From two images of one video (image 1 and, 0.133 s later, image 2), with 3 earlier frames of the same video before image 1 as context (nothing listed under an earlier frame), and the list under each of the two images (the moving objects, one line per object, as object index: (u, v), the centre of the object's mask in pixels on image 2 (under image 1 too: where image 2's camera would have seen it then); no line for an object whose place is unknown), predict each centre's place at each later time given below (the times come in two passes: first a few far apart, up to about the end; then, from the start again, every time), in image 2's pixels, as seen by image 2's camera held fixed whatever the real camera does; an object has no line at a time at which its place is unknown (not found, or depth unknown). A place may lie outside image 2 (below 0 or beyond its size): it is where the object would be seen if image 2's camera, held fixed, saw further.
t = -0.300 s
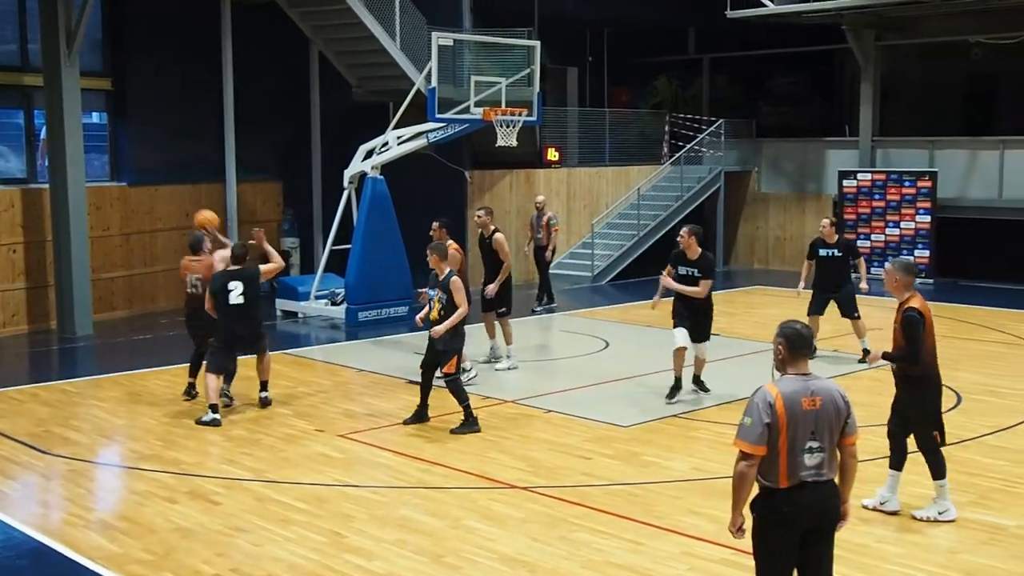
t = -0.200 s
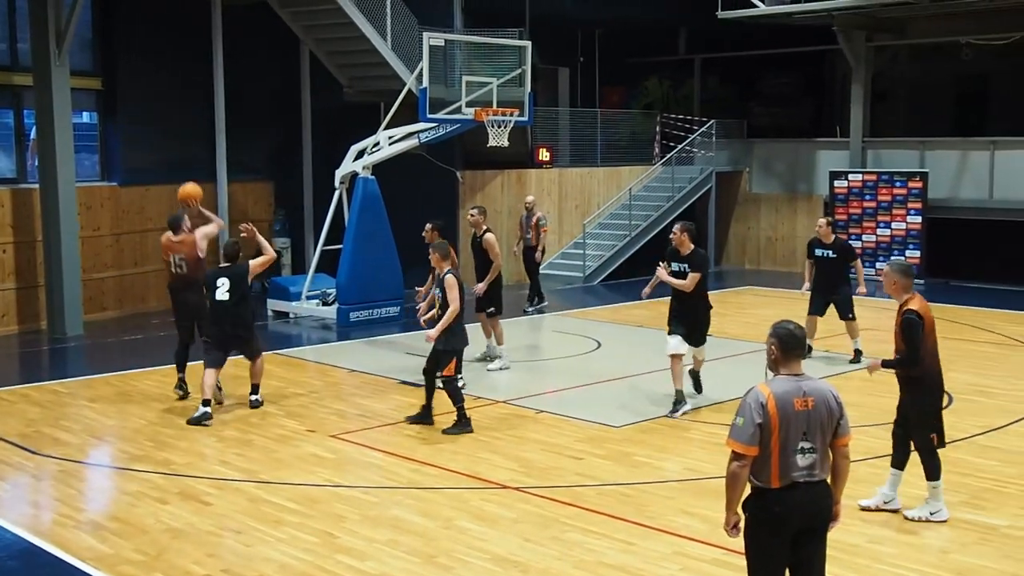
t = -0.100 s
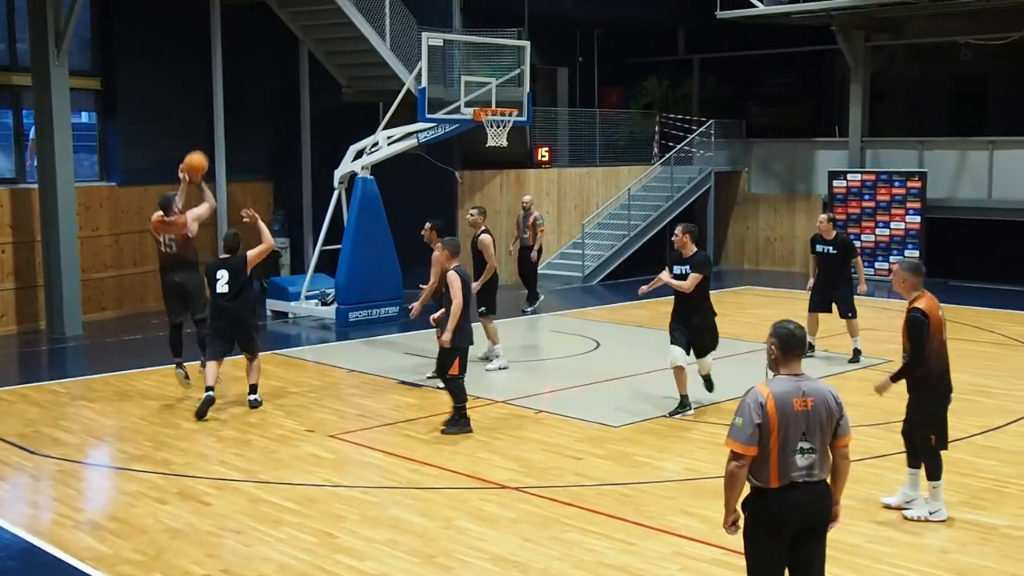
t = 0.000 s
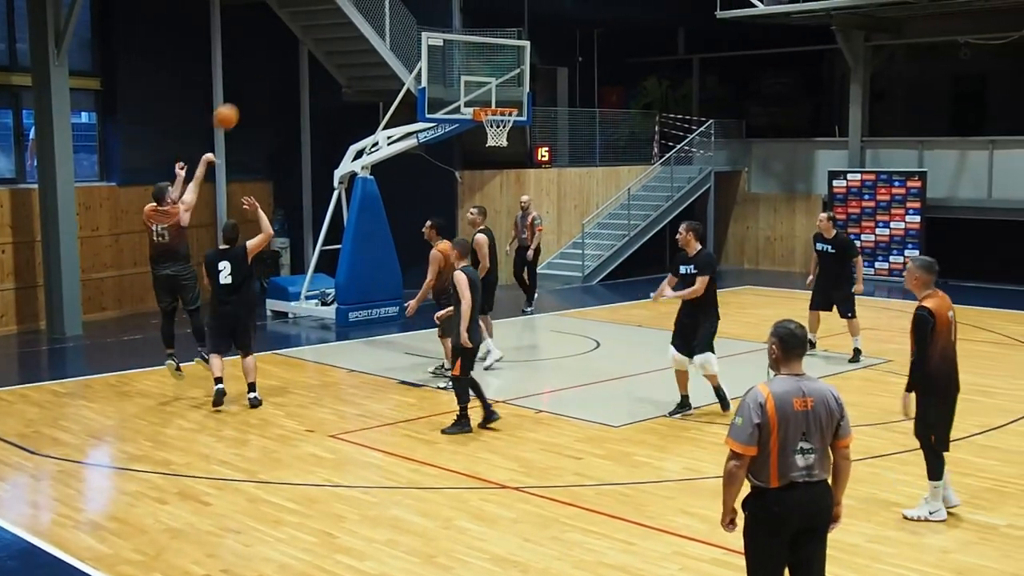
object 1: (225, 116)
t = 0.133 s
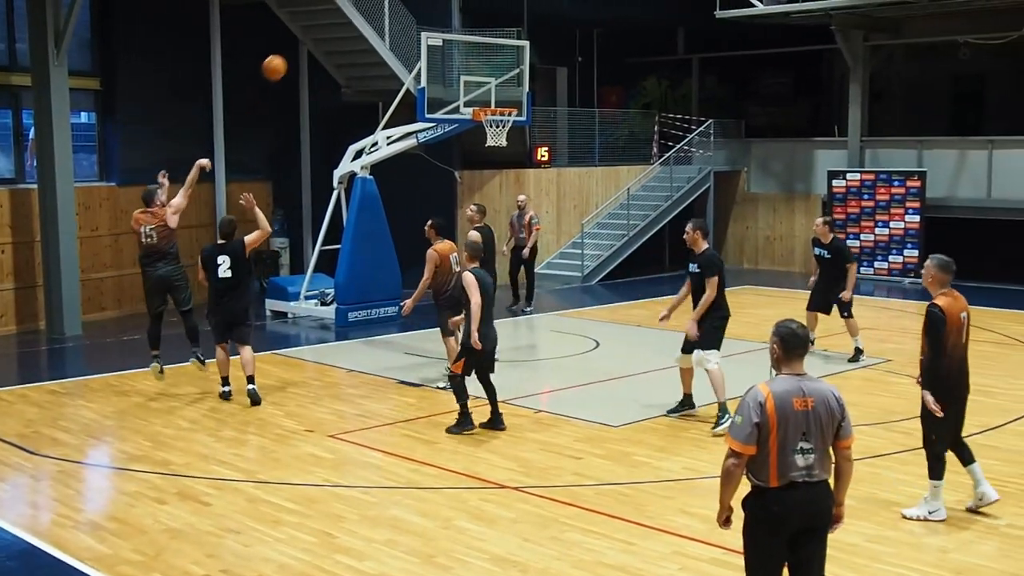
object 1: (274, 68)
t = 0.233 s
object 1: (309, 43)
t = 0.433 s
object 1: (373, 22)
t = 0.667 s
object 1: (442, 42)
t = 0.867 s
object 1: (495, 89)
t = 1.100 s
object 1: (461, 86)
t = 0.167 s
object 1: (286, 59)
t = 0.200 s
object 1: (297, 50)
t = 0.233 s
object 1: (309, 43)
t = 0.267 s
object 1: (320, 37)
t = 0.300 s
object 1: (331, 33)
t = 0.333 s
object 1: (342, 28)
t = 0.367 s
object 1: (352, 25)
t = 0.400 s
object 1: (363, 23)
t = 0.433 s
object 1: (373, 22)
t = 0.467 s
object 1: (383, 22)
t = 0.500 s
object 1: (394, 24)
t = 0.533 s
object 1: (404, 26)
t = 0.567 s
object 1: (413, 28)
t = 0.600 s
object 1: (422, 31)
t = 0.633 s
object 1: (432, 36)
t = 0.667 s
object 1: (442, 42)
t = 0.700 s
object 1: (451, 49)
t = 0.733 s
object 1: (460, 54)
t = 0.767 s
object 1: (468, 62)
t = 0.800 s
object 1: (478, 70)
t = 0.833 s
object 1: (486, 78)
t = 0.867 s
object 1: (495, 89)
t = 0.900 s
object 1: (503, 98)
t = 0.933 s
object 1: (504, 101)
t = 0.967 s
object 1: (495, 97)
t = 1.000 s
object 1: (487, 93)
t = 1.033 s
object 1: (479, 90)
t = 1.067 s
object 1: (469, 87)
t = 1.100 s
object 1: (461, 86)
